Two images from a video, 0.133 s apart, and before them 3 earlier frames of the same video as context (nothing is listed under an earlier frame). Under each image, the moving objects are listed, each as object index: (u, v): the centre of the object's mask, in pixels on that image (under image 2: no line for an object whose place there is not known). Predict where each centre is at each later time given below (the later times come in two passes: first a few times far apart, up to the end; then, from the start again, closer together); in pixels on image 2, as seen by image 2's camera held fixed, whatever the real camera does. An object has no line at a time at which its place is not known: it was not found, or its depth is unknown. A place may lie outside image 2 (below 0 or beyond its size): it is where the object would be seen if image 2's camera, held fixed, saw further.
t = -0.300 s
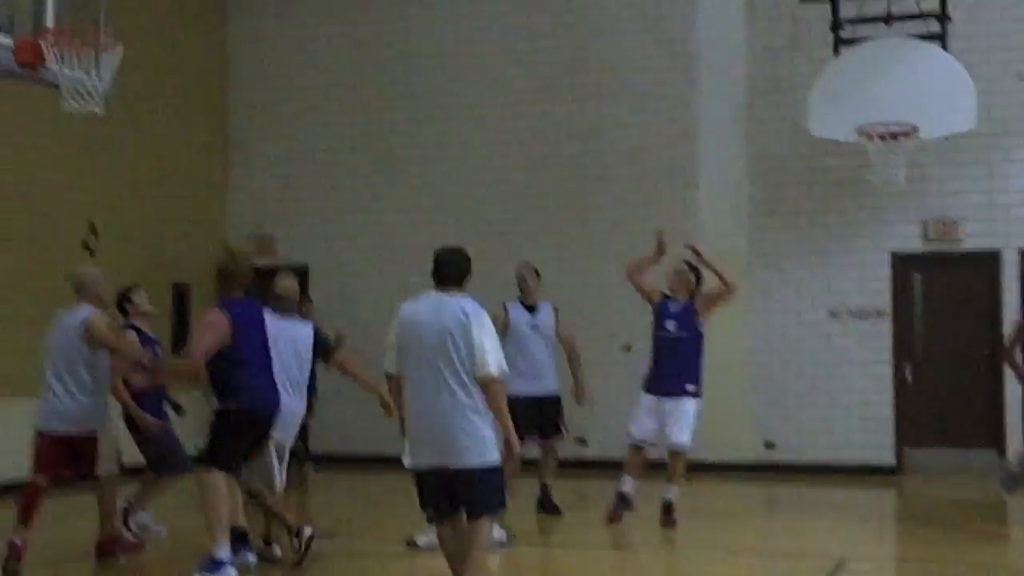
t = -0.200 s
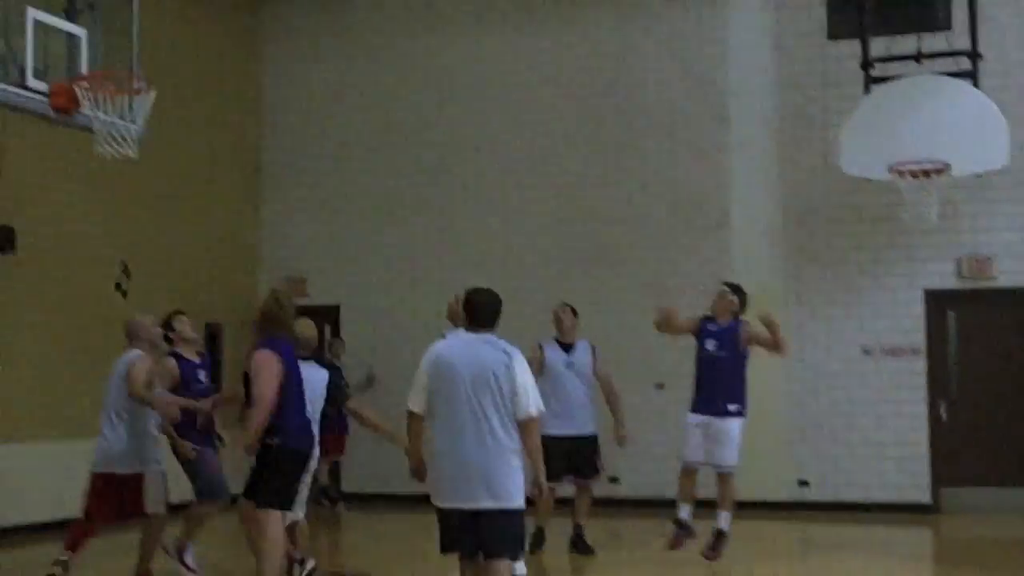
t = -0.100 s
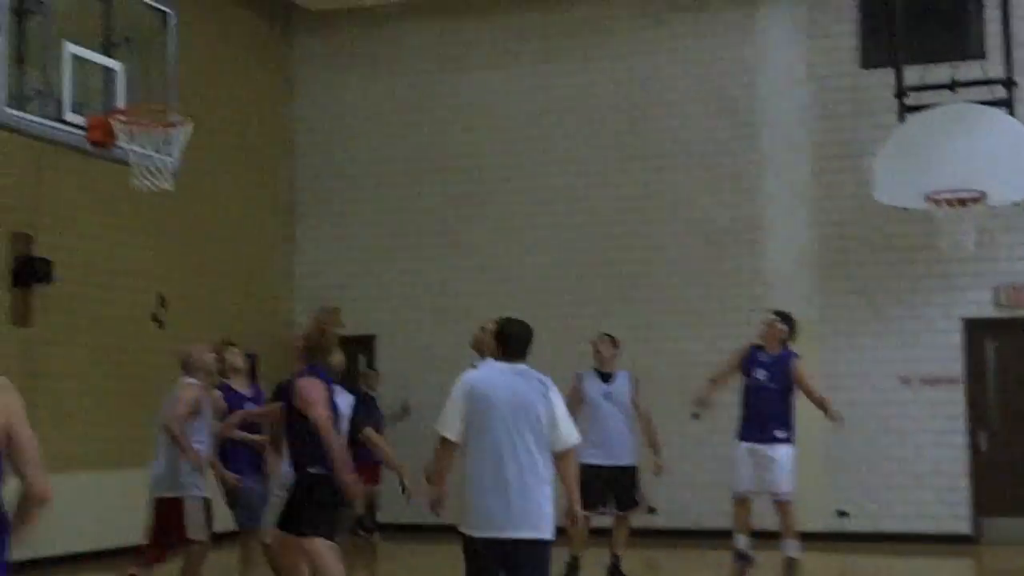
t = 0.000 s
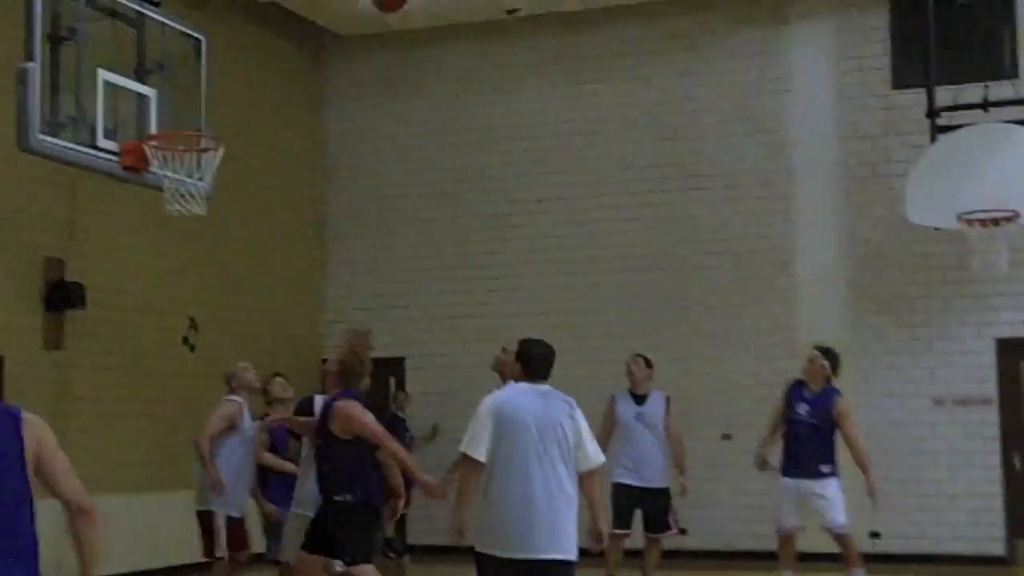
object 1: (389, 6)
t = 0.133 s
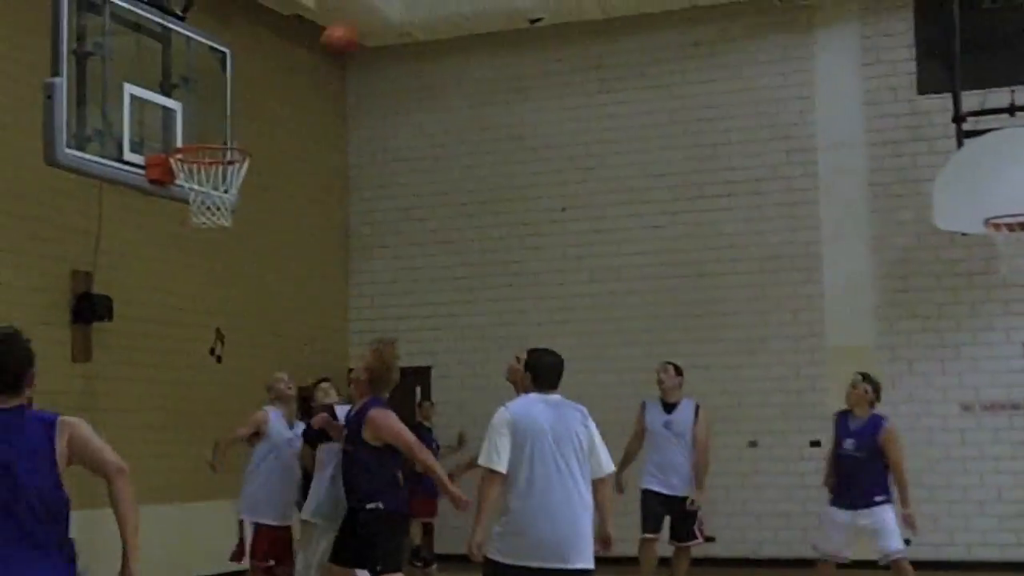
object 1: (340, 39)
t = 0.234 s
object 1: (284, 89)
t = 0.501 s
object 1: (198, 176)
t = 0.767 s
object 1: (227, 196)
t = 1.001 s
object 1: (205, 228)
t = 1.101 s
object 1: (198, 259)
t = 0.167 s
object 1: (324, 54)
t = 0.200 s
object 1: (304, 70)
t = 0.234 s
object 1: (284, 89)
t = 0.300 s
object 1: (247, 129)
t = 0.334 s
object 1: (232, 138)
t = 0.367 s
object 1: (214, 138)
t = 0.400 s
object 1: (200, 159)
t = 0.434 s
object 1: (191, 167)
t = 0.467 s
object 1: (198, 173)
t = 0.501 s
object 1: (198, 176)
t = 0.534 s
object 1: (203, 181)
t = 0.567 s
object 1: (206, 187)
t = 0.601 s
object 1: (208, 182)
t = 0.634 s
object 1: (214, 196)
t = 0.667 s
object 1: (221, 196)
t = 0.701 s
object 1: (225, 196)
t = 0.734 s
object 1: (227, 196)
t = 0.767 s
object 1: (227, 196)
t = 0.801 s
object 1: (228, 199)
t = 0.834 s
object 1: (227, 202)
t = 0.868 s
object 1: (222, 220)
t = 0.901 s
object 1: (218, 221)
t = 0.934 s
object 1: (214, 225)
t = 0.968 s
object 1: (209, 227)
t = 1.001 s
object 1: (205, 228)
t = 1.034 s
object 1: (202, 235)
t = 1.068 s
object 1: (202, 245)
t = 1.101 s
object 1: (198, 259)
